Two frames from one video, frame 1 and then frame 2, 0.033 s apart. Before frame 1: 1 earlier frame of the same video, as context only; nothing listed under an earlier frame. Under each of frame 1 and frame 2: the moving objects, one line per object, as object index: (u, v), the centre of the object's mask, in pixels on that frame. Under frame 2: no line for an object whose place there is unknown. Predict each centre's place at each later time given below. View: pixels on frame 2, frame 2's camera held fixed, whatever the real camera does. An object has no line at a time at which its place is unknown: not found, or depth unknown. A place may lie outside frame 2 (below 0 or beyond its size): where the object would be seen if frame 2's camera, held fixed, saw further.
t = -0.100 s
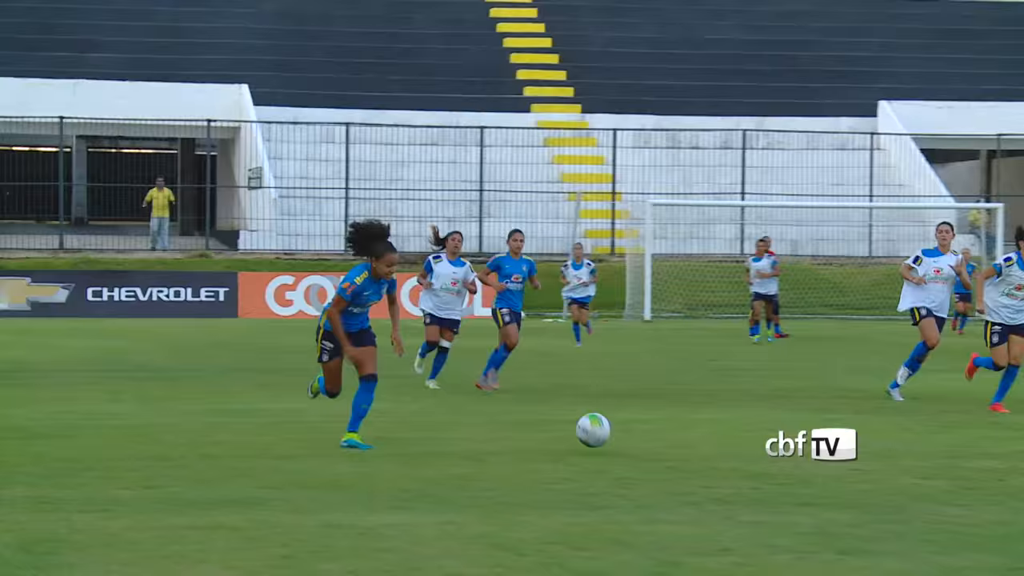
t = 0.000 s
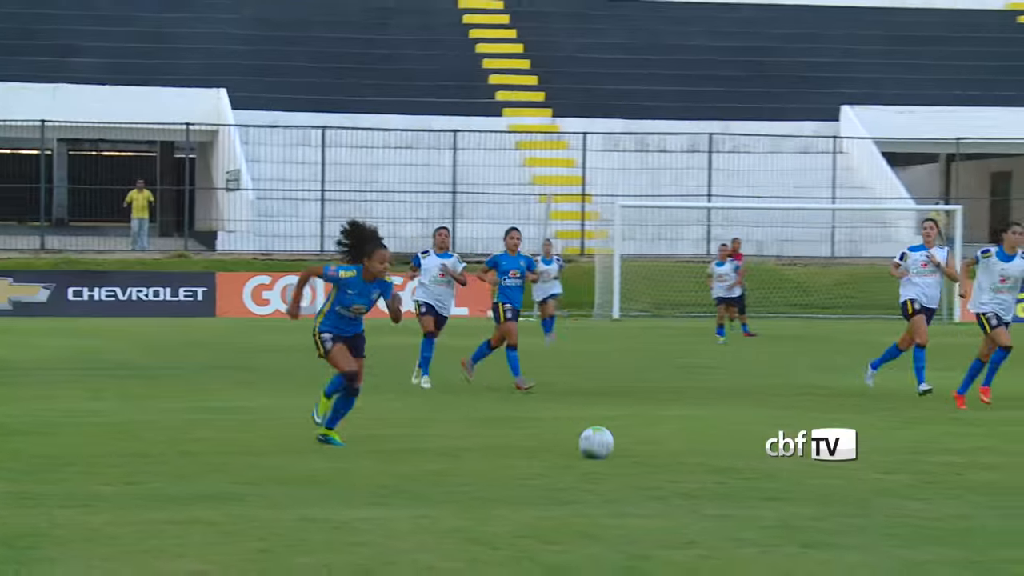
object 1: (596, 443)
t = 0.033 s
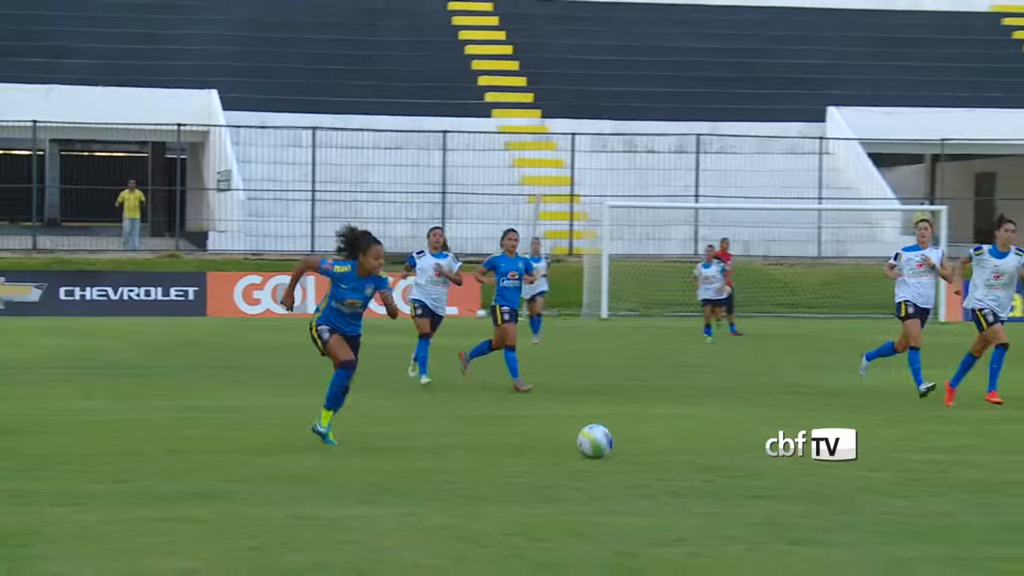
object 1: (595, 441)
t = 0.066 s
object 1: (604, 441)
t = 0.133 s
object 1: (622, 445)
